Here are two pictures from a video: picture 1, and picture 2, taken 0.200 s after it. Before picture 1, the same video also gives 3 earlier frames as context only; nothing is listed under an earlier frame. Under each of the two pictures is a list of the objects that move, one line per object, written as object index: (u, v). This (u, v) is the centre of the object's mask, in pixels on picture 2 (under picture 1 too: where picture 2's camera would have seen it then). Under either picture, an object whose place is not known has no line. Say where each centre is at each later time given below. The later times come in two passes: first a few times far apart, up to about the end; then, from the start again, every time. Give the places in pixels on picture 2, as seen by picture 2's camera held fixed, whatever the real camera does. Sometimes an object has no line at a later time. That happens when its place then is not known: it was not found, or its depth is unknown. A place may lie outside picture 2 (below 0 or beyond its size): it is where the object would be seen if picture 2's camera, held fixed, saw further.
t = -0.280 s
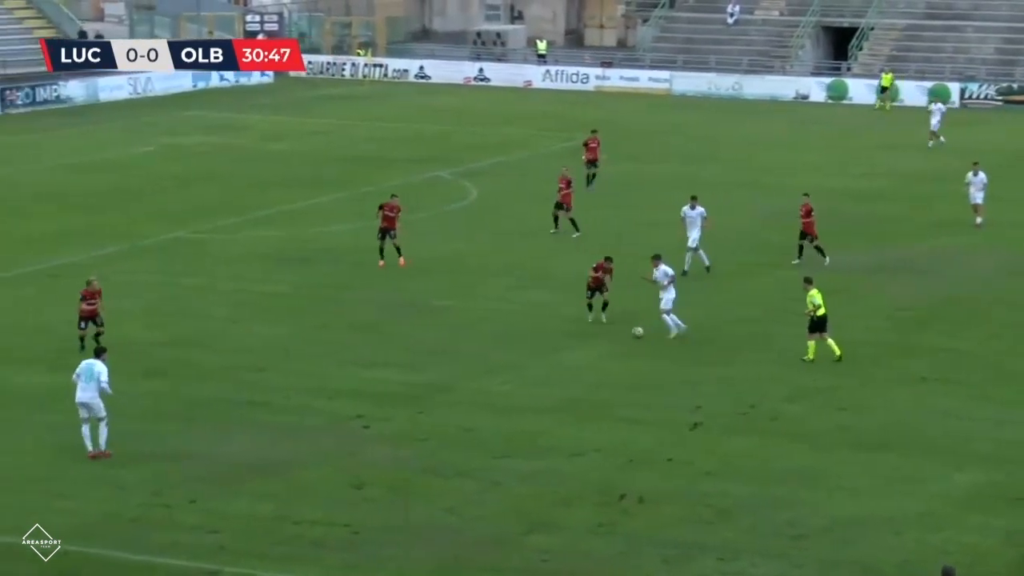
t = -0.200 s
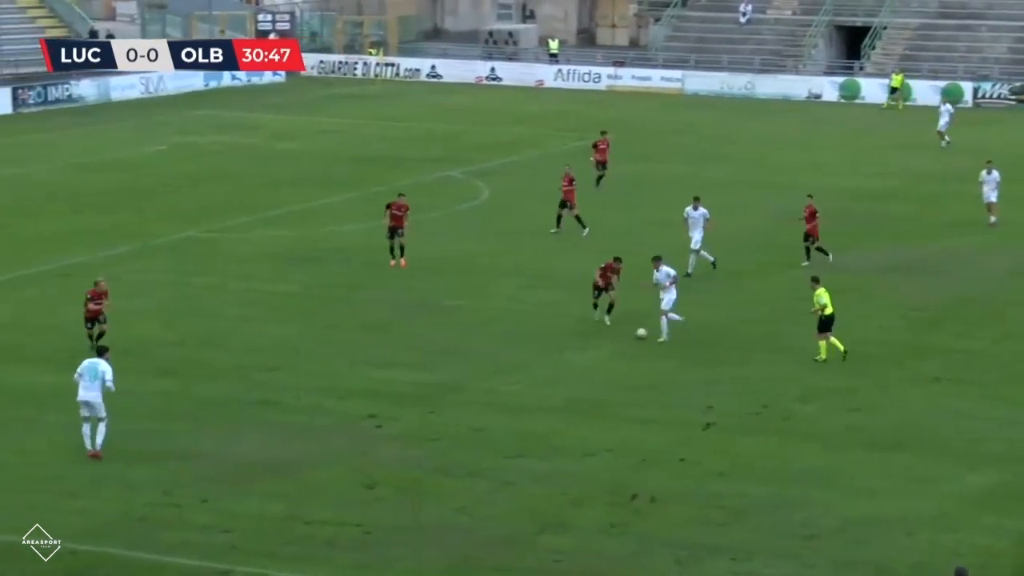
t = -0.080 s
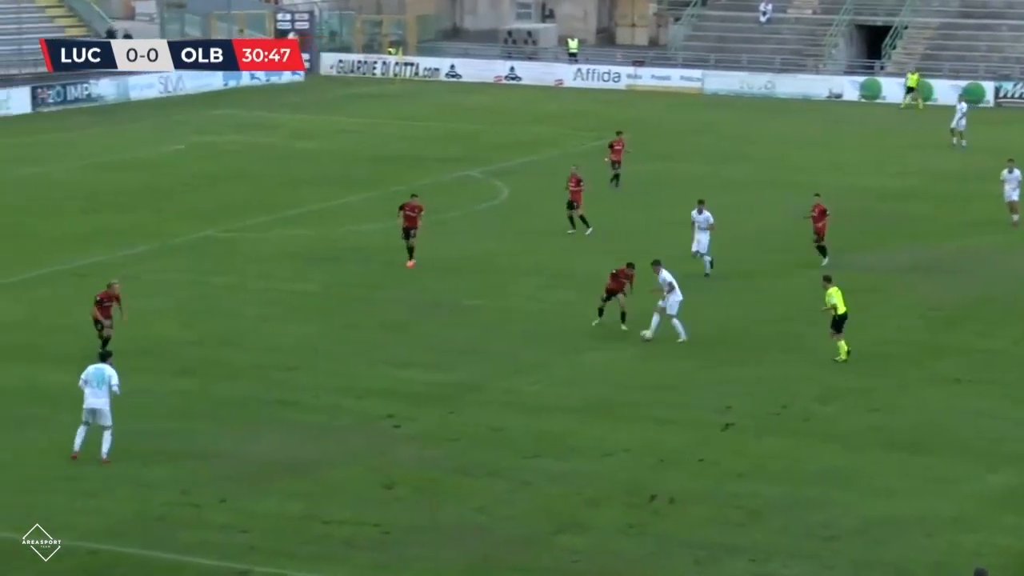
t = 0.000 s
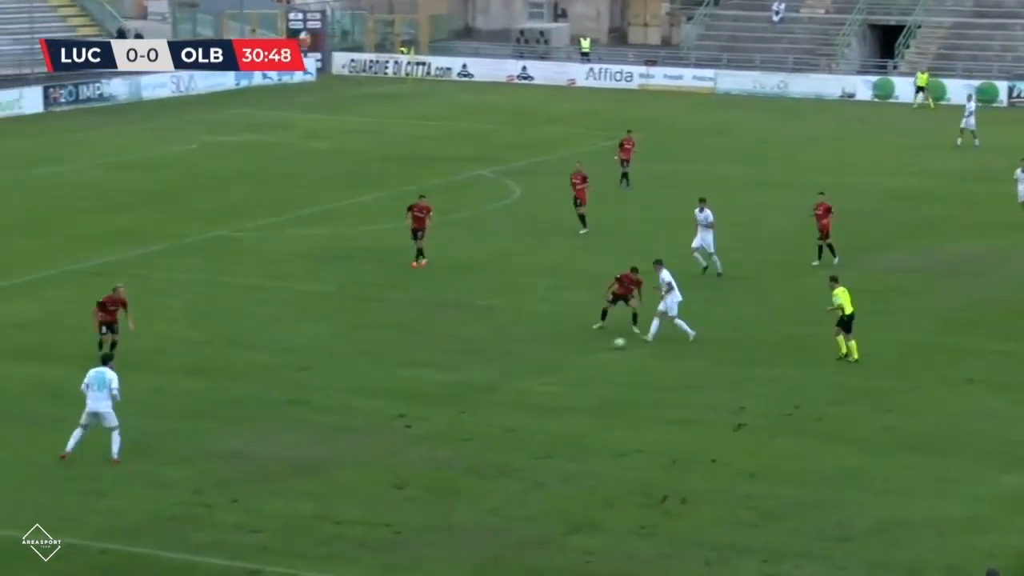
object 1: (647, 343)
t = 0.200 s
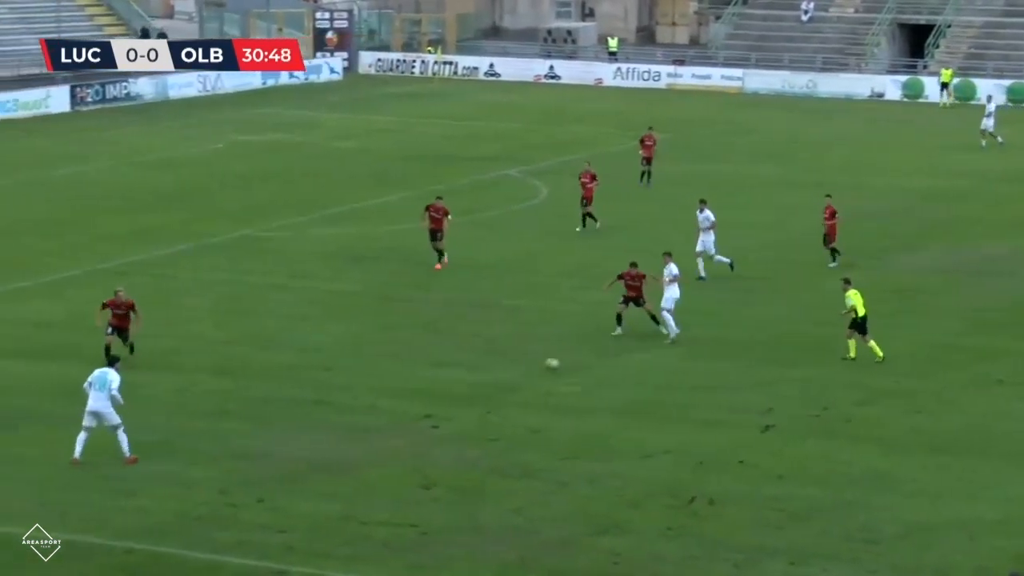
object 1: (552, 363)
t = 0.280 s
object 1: (517, 371)
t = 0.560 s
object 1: (413, 393)
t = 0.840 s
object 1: (324, 405)
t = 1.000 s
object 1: (273, 422)
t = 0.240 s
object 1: (534, 367)
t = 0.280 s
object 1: (517, 371)
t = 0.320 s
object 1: (501, 375)
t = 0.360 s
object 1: (485, 378)
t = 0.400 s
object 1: (470, 381)
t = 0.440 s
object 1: (454, 385)
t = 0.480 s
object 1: (441, 387)
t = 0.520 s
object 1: (427, 389)
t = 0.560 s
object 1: (413, 393)
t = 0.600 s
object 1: (400, 396)
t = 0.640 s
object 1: (387, 398)
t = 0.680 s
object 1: (374, 402)
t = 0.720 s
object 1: (362, 402)
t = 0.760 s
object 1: (349, 402)
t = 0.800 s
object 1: (336, 403)
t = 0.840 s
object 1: (324, 405)
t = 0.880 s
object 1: (311, 408)
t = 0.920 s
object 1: (298, 412)
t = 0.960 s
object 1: (286, 419)
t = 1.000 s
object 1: (273, 422)
